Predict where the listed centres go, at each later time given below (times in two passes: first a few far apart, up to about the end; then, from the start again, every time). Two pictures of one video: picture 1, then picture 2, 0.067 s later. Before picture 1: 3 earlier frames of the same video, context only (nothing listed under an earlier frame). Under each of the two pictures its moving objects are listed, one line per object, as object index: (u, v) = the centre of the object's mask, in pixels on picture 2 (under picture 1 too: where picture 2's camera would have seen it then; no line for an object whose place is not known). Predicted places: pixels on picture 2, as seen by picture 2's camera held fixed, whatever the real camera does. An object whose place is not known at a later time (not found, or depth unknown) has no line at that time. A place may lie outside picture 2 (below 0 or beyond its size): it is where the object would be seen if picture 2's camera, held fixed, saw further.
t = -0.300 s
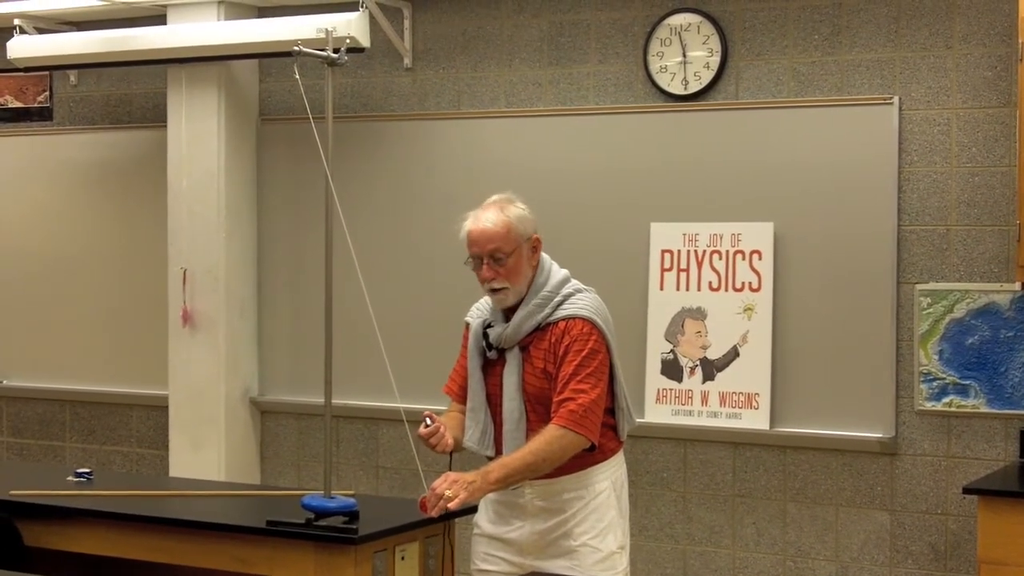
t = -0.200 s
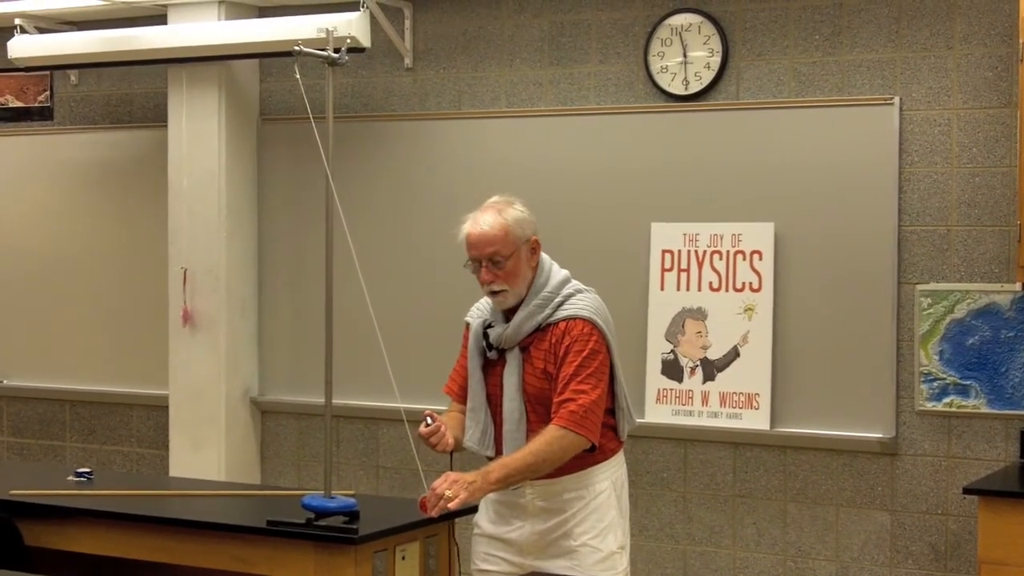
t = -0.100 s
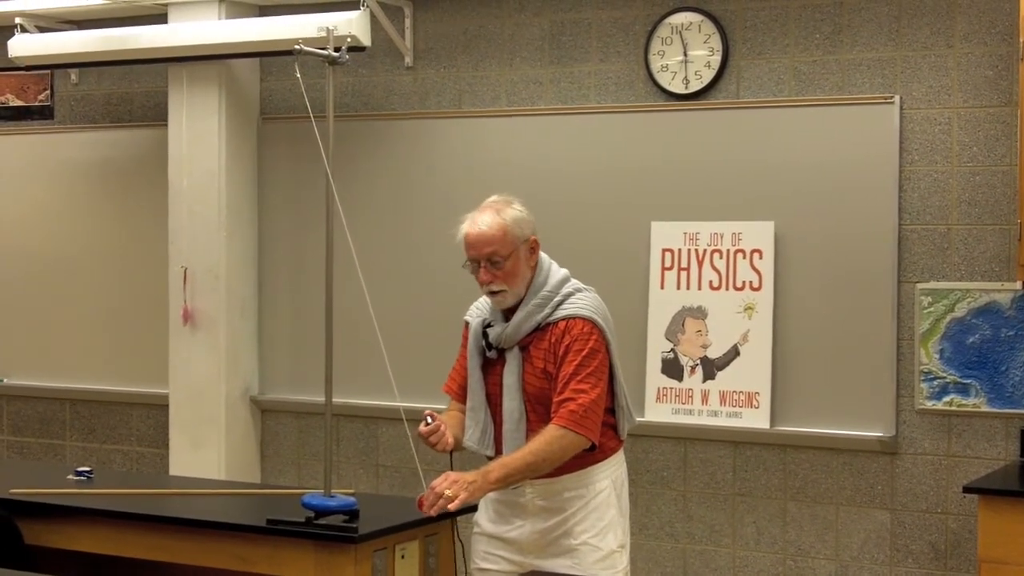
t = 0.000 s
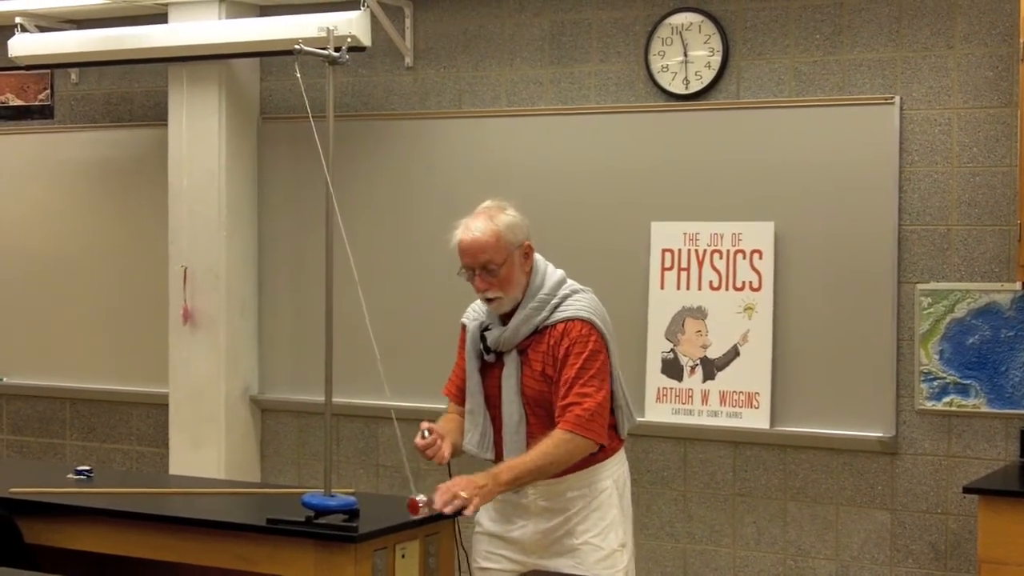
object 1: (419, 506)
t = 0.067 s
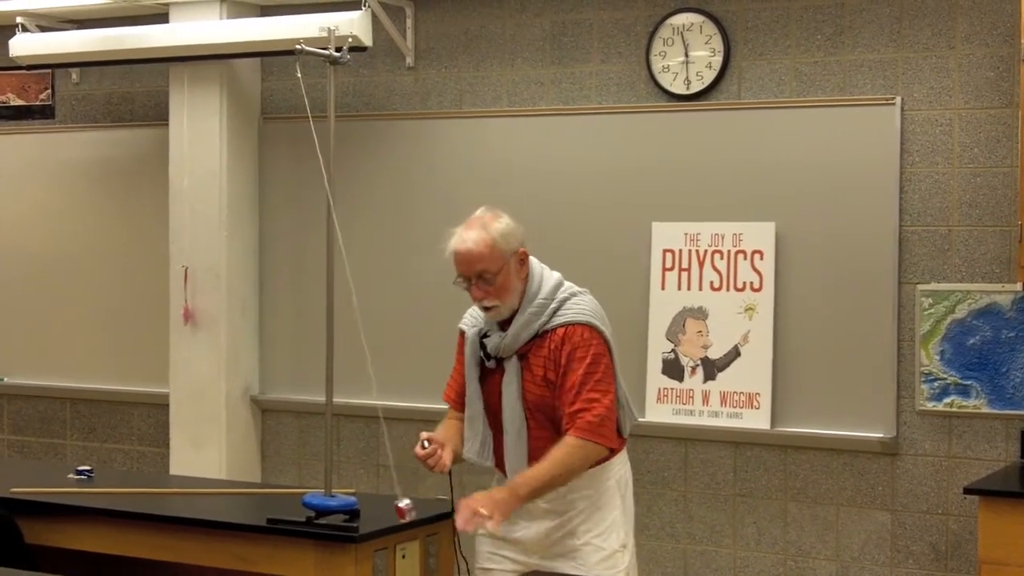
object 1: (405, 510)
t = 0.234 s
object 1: (353, 519)
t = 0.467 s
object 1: (266, 515)
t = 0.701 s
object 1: (196, 495)
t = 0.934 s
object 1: (171, 482)
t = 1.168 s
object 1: (199, 493)
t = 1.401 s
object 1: (270, 514)
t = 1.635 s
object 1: (354, 518)
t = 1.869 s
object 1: (413, 507)
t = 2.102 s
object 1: (419, 504)
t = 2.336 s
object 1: (368, 516)
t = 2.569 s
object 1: (284, 518)
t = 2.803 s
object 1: (211, 500)
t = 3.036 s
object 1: (178, 485)
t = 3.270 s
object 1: (194, 491)
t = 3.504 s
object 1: (254, 509)
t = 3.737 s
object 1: (335, 519)
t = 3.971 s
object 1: (400, 509)
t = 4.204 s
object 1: (417, 505)
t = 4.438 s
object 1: (379, 515)
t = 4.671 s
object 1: (303, 520)
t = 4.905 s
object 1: (228, 503)
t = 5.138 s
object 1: (186, 487)
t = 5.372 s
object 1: (190, 490)
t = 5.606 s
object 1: (242, 508)
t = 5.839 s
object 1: (319, 519)
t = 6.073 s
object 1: (387, 513)
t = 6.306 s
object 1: (412, 507)
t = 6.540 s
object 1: (385, 514)
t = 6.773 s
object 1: (317, 520)
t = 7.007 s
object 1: (241, 508)
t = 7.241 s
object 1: (194, 490)
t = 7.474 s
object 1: (190, 488)
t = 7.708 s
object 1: (231, 502)
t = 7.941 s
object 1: (304, 519)
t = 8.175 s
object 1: (374, 515)
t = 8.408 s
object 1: (409, 508)
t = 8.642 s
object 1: (392, 511)
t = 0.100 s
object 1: (396, 511)
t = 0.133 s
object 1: (387, 513)
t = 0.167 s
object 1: (376, 511)
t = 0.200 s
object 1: (365, 514)
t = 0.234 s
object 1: (353, 519)
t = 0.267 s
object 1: (343, 520)
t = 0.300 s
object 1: (330, 520)
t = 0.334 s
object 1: (317, 520)
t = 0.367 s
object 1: (304, 520)
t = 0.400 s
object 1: (291, 518)
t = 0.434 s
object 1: (279, 517)
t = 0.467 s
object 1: (266, 515)
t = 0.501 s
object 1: (255, 514)
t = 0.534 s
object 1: (243, 510)
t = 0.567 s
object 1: (232, 506)
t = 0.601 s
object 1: (222, 503)
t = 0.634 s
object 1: (212, 501)
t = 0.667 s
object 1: (203, 497)
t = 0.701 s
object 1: (196, 495)
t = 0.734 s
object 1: (189, 492)
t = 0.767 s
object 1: (183, 488)
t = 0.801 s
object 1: (180, 486)
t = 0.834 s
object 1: (176, 484)
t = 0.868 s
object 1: (174, 483)
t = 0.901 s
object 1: (172, 483)
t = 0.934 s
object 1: (171, 482)
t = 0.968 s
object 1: (172, 483)
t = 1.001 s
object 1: (174, 484)
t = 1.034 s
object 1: (176, 485)
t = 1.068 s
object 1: (180, 486)
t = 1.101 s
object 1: (186, 488)
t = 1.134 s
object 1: (192, 490)
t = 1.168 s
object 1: (199, 493)
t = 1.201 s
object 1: (206, 496)
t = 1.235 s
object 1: (215, 500)
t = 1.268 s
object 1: (225, 503)
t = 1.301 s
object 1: (235, 505)
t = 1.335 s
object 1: (245, 508)
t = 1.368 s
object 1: (258, 512)
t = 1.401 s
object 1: (270, 514)
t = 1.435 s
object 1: (282, 516)
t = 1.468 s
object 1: (295, 517)
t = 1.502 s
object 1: (308, 517)
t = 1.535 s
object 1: (319, 519)
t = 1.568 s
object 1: (332, 518)
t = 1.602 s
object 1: (343, 518)
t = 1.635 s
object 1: (354, 518)
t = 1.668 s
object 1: (366, 515)
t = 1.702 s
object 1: (375, 515)
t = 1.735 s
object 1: (385, 512)
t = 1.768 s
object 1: (394, 511)
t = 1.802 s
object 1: (402, 509)
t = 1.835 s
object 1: (408, 508)
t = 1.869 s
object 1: (413, 507)
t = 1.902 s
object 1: (417, 505)
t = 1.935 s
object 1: (421, 504)
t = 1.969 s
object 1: (423, 503)
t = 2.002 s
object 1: (423, 502)
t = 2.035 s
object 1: (422, 503)
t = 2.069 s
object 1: (422, 503)
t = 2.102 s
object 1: (419, 504)
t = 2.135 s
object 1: (415, 506)
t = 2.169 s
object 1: (409, 508)
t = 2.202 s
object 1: (404, 509)
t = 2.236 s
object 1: (396, 511)
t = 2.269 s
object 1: (388, 513)
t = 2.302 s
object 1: (378, 515)
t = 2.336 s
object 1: (368, 516)
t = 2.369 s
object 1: (356, 519)
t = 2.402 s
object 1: (345, 519)
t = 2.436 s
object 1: (333, 520)
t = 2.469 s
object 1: (321, 520)
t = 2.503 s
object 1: (309, 520)
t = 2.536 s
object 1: (297, 519)
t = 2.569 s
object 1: (284, 518)
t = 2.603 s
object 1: (272, 516)
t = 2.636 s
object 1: (261, 514)
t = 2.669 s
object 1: (251, 511)
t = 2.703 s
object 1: (240, 508)
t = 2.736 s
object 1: (229, 505)
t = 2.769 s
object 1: (219, 502)
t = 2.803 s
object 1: (211, 500)
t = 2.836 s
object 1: (204, 497)
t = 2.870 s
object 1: (197, 494)
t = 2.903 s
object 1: (191, 491)
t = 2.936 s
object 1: (186, 489)
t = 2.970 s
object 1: (182, 487)
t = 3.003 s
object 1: (179, 485)
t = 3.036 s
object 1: (178, 485)
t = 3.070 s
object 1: (177, 484)
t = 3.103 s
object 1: (177, 485)
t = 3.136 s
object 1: (178, 485)
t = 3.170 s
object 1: (181, 486)
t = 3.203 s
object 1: (184, 487)
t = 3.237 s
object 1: (188, 489)
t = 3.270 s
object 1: (194, 491)
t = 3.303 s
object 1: (199, 494)
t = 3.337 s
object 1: (207, 496)
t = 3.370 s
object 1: (216, 499)
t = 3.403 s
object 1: (224, 501)
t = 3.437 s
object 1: (233, 503)
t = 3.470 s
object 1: (243, 506)
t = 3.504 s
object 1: (254, 509)
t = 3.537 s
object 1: (264, 513)
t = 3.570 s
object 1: (277, 516)
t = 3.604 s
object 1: (288, 517)
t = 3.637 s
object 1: (300, 519)
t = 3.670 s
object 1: (312, 519)
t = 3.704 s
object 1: (324, 519)
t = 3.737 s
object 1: (335, 519)
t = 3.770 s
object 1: (347, 519)
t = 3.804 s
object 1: (357, 518)
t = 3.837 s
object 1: (367, 516)
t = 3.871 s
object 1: (377, 514)
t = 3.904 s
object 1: (386, 513)
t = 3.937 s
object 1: (393, 511)
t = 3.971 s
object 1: (400, 509)
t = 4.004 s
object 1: (406, 507)
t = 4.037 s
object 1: (410, 507)
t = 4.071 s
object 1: (414, 506)
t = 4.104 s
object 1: (417, 506)
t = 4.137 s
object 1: (417, 505)
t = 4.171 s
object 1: (418, 505)
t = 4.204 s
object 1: (417, 505)
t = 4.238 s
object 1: (415, 506)
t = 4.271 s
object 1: (411, 507)
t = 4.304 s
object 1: (407, 508)
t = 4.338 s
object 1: (401, 510)
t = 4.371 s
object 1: (395, 512)
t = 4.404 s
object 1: (388, 513)
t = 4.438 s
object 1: (379, 515)
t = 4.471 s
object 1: (369, 516)
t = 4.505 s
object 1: (359, 518)
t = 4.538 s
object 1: (349, 520)
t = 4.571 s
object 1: (338, 520)
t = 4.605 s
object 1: (327, 520)
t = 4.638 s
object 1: (315, 520)
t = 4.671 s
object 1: (303, 520)
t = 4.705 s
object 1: (291, 518)
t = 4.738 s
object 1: (280, 517)
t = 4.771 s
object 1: (268, 515)
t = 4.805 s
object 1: (257, 513)
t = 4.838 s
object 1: (247, 507)
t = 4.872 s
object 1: (237, 506)
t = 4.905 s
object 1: (228, 503)
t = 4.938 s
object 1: (219, 499)
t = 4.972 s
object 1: (212, 495)
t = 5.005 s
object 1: (204, 492)
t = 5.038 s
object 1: (199, 490)
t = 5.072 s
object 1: (194, 488)
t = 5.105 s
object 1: (189, 488)
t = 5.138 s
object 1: (186, 487)
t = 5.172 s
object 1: (183, 486)
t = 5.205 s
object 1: (182, 486)
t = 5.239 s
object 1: (181, 486)
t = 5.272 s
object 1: (182, 486)
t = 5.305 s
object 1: (184, 486)
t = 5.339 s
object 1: (187, 488)
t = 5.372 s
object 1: (190, 490)
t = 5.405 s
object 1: (196, 491)
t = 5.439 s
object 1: (201, 493)
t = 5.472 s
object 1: (208, 496)
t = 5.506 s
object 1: (215, 499)
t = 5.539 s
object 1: (224, 503)
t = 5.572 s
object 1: (232, 505)
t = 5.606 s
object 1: (242, 508)
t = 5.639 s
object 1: (251, 510)
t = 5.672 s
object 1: (262, 513)
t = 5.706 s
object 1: (273, 515)
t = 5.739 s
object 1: (284, 517)
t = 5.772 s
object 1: (296, 518)
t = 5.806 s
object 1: (307, 519)
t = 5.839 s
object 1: (319, 519)
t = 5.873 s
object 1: (330, 520)
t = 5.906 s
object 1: (341, 519)
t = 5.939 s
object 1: (351, 519)
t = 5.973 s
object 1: (361, 518)
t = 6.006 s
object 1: (371, 516)
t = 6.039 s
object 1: (379, 515)
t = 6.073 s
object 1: (387, 513)
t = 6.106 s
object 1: (394, 512)
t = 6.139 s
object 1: (400, 511)
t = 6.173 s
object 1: (404, 510)
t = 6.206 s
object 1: (408, 509)
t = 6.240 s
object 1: (411, 508)
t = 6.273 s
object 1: (412, 508)
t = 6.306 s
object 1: (412, 507)
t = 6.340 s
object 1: (412, 507)
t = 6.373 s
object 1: (410, 508)
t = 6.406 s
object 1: (408, 509)
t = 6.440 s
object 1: (403, 510)
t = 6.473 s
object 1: (399, 511)
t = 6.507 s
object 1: (392, 512)
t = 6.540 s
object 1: (385, 514)
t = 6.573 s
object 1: (377, 515)
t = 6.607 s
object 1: (369, 516)
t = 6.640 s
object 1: (359, 518)
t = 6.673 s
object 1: (349, 519)
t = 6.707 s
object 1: (339, 520)
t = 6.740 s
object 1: (328, 520)
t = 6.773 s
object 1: (317, 520)
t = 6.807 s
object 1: (305, 519)
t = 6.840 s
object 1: (294, 519)
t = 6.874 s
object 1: (283, 517)
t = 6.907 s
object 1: (272, 516)
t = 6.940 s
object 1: (262, 514)
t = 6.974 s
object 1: (252, 511)
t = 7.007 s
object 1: (241, 508)
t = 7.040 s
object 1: (233, 505)
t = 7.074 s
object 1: (224, 502)
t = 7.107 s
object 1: (217, 500)
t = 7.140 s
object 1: (210, 497)
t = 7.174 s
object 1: (204, 494)
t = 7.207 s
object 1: (199, 491)
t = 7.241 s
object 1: (194, 490)
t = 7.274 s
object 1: (190, 489)
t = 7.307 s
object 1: (187, 488)
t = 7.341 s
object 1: (186, 487)
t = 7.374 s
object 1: (186, 487)
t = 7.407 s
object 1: (186, 487)
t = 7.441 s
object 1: (187, 486)
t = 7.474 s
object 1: (190, 488)
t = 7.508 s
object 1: (193, 488)
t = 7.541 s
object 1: (197, 490)
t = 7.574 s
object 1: (203, 491)
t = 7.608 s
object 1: (207, 494)
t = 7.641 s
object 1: (214, 497)
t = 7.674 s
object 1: (222, 499)
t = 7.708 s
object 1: (231, 502)
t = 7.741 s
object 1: (239, 504)
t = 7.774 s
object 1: (249, 508)
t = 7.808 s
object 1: (259, 512)
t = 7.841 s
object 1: (270, 514)
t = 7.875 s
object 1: (282, 516)
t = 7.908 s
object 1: (293, 517)
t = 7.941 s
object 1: (304, 519)
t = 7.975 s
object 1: (315, 519)
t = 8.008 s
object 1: (325, 520)
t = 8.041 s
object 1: (336, 519)
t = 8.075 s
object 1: (346, 519)
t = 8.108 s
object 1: (356, 518)
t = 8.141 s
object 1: (365, 516)
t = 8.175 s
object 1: (374, 515)
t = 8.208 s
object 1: (382, 514)
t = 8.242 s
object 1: (389, 513)
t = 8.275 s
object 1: (395, 511)
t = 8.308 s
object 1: (400, 510)
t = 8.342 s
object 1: (404, 509)
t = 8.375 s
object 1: (407, 508)
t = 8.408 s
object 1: (409, 508)
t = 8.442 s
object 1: (409, 508)
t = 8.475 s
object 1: (409, 508)
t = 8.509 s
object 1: (408, 508)
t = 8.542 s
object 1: (406, 509)
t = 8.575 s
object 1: (402, 509)
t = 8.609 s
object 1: (398, 510)
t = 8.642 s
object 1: (392, 511)
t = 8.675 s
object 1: (386, 512)
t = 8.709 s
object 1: (378, 514)
